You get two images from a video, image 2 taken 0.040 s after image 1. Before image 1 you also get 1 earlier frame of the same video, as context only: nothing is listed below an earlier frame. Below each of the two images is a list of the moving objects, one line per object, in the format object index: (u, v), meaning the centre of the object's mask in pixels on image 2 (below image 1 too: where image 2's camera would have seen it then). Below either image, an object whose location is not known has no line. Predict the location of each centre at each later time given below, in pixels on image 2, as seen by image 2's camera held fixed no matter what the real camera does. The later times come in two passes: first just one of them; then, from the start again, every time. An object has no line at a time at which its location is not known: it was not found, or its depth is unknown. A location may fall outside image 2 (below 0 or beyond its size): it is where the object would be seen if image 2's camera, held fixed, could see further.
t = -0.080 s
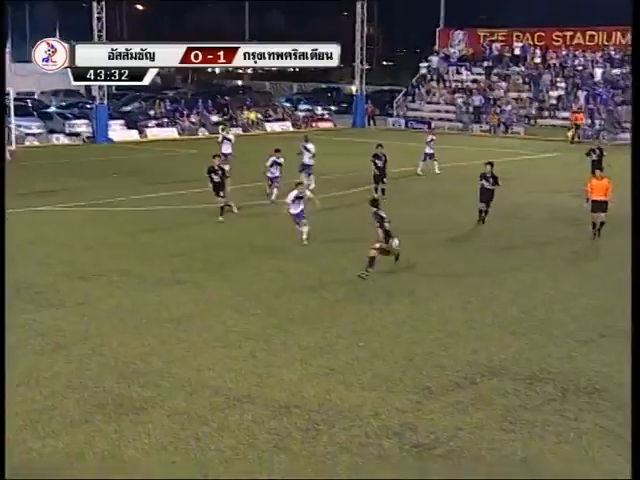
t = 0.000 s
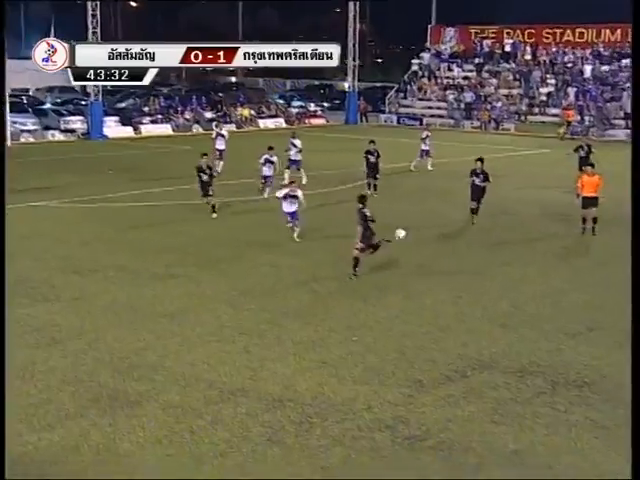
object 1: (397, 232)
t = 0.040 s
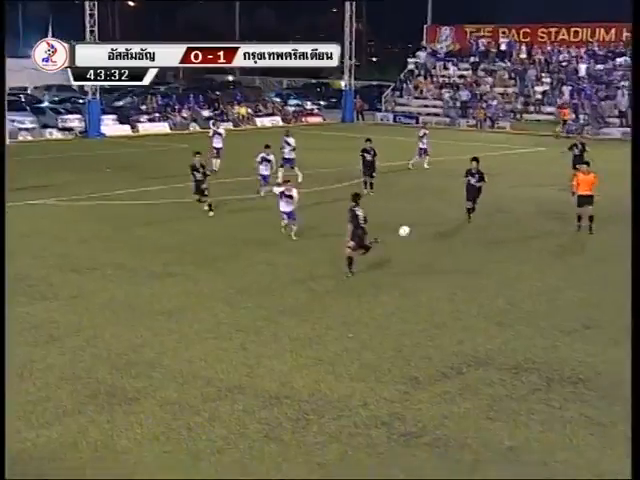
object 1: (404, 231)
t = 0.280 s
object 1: (448, 241)
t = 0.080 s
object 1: (411, 230)
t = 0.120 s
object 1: (419, 231)
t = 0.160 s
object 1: (428, 232)
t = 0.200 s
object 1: (434, 233)
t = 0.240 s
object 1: (441, 236)
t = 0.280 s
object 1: (448, 241)
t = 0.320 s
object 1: (455, 246)
